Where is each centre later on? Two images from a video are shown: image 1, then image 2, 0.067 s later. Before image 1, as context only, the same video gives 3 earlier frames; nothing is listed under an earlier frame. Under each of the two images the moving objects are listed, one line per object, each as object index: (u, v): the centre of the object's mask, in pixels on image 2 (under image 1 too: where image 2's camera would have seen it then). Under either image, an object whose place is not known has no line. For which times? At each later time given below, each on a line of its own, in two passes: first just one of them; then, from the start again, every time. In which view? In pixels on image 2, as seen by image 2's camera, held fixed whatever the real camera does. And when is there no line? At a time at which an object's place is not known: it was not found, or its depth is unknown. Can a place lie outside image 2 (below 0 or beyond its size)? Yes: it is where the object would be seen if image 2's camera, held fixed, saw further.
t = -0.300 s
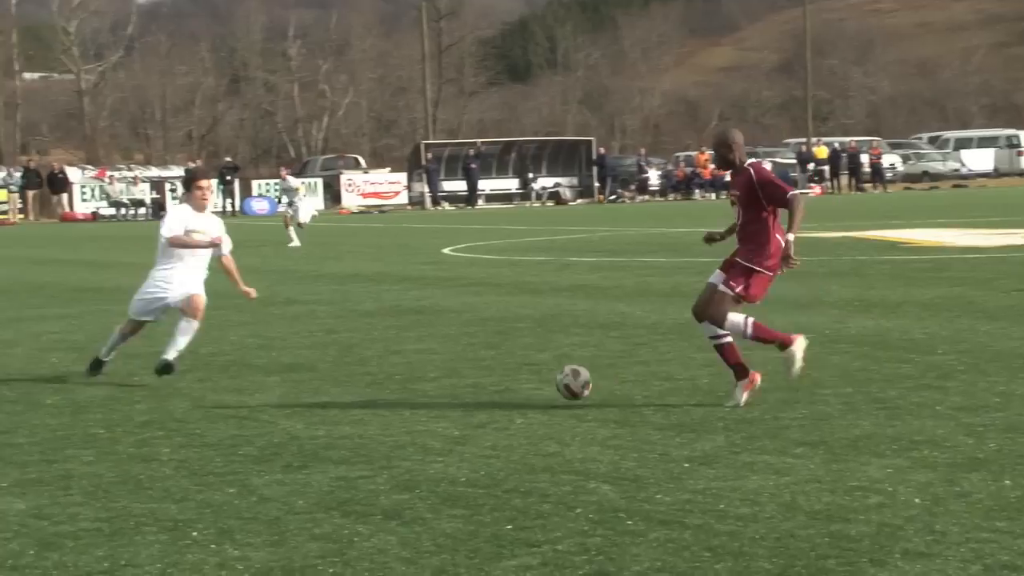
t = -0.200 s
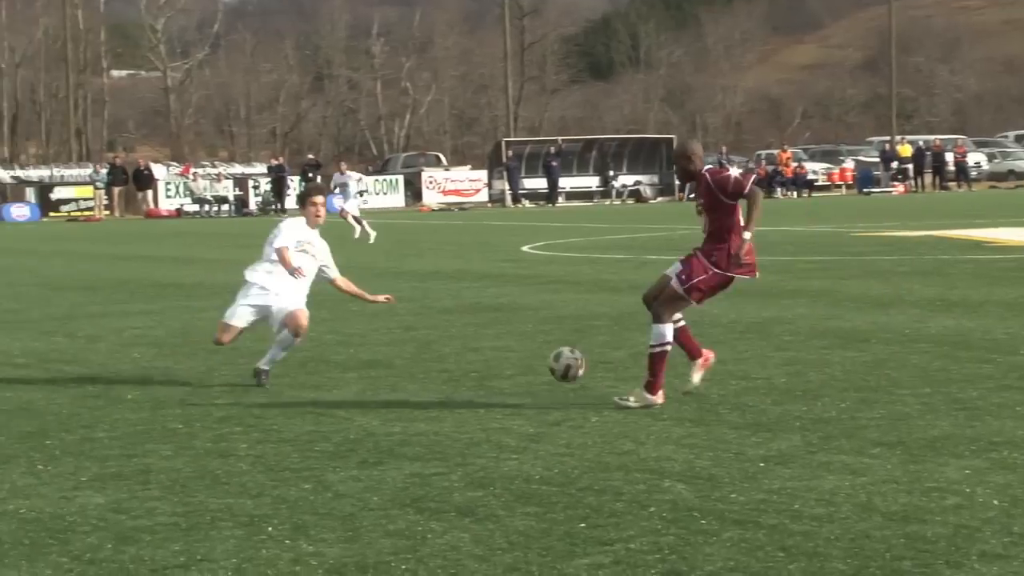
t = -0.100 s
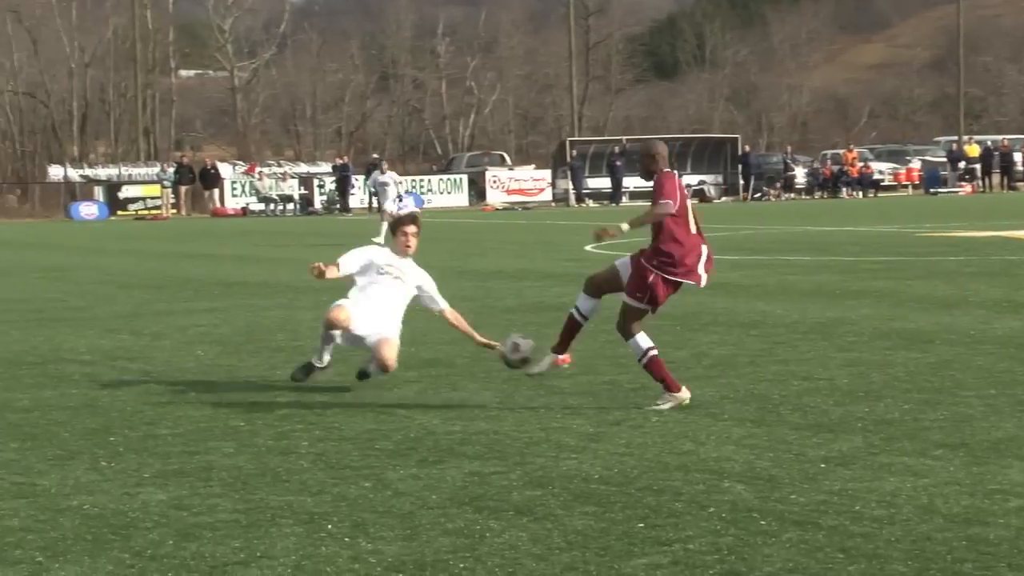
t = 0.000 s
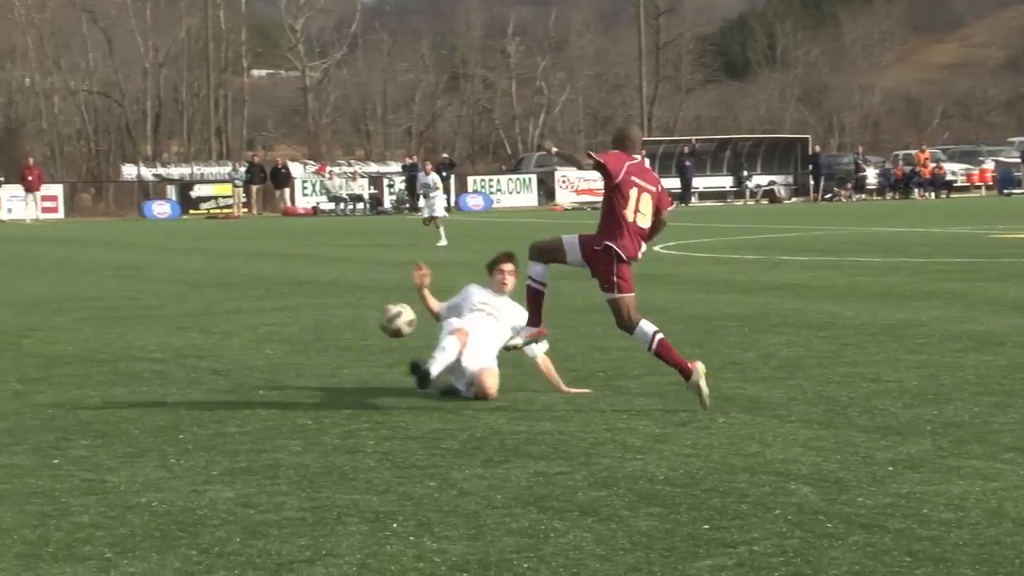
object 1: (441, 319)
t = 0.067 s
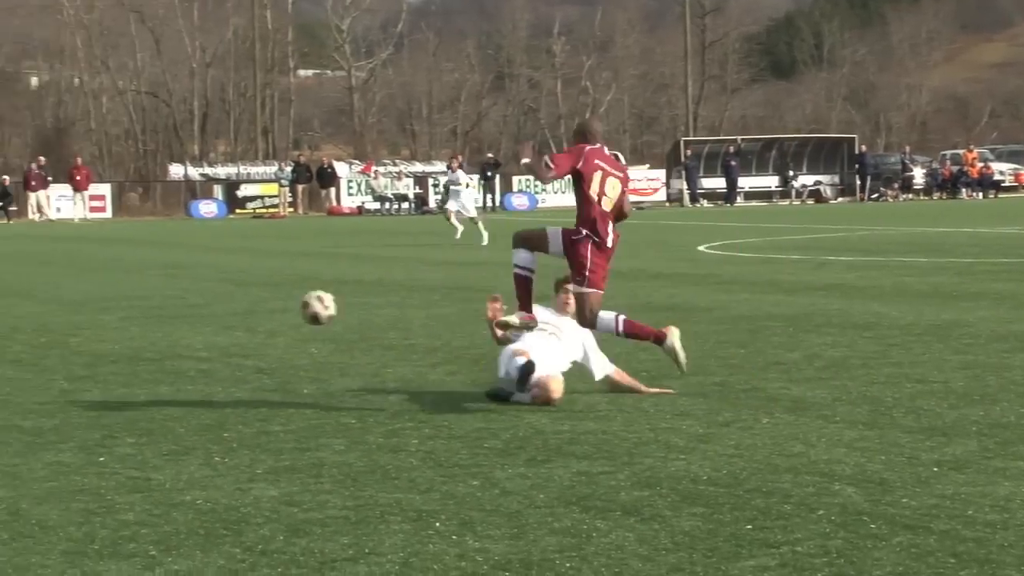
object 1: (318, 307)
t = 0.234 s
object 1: (5, 311)
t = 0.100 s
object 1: (256, 304)
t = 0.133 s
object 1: (194, 303)
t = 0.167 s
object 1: (132, 304)
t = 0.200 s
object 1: (69, 306)
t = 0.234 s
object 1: (5, 311)
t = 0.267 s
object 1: (-60, 317)
